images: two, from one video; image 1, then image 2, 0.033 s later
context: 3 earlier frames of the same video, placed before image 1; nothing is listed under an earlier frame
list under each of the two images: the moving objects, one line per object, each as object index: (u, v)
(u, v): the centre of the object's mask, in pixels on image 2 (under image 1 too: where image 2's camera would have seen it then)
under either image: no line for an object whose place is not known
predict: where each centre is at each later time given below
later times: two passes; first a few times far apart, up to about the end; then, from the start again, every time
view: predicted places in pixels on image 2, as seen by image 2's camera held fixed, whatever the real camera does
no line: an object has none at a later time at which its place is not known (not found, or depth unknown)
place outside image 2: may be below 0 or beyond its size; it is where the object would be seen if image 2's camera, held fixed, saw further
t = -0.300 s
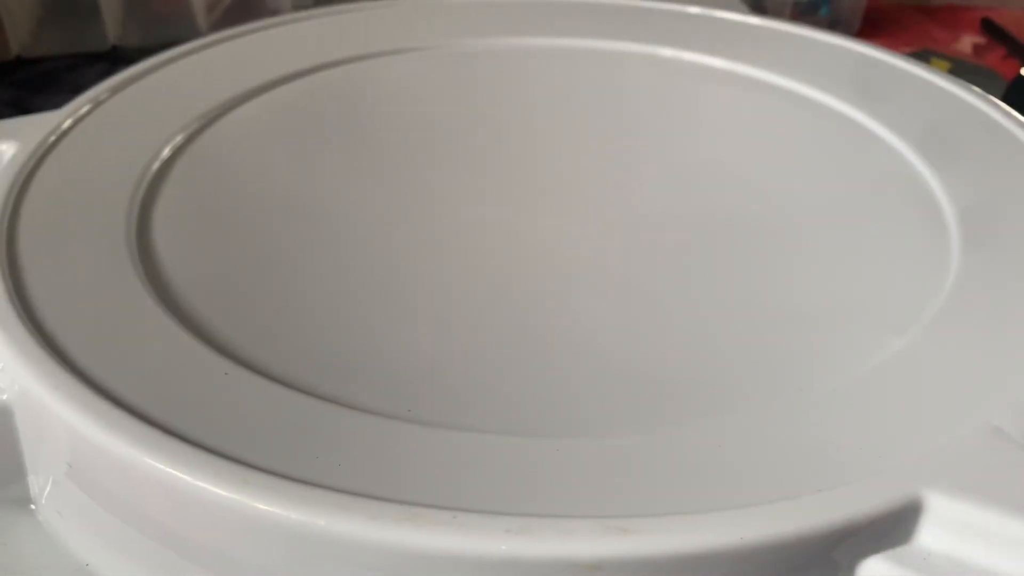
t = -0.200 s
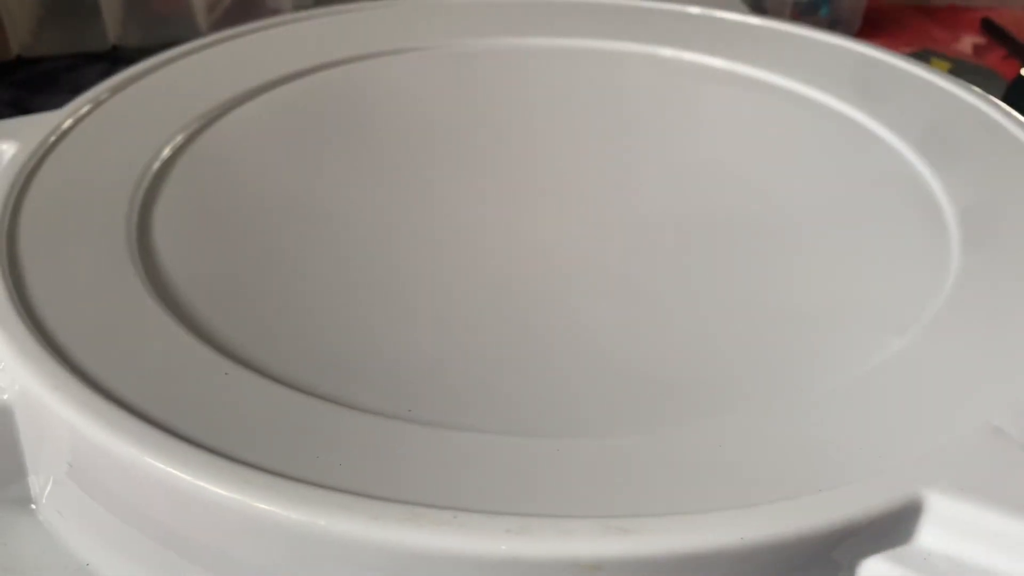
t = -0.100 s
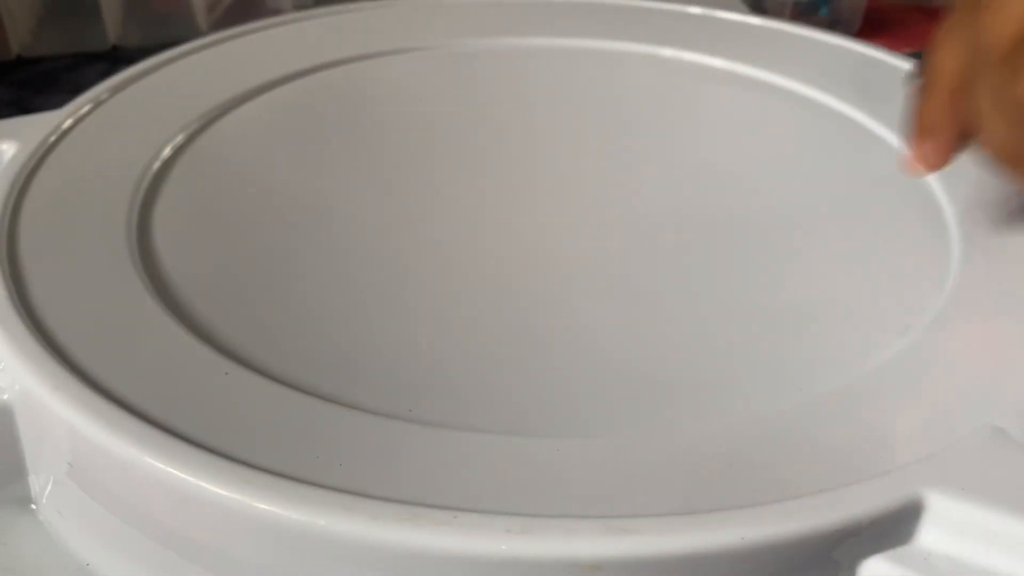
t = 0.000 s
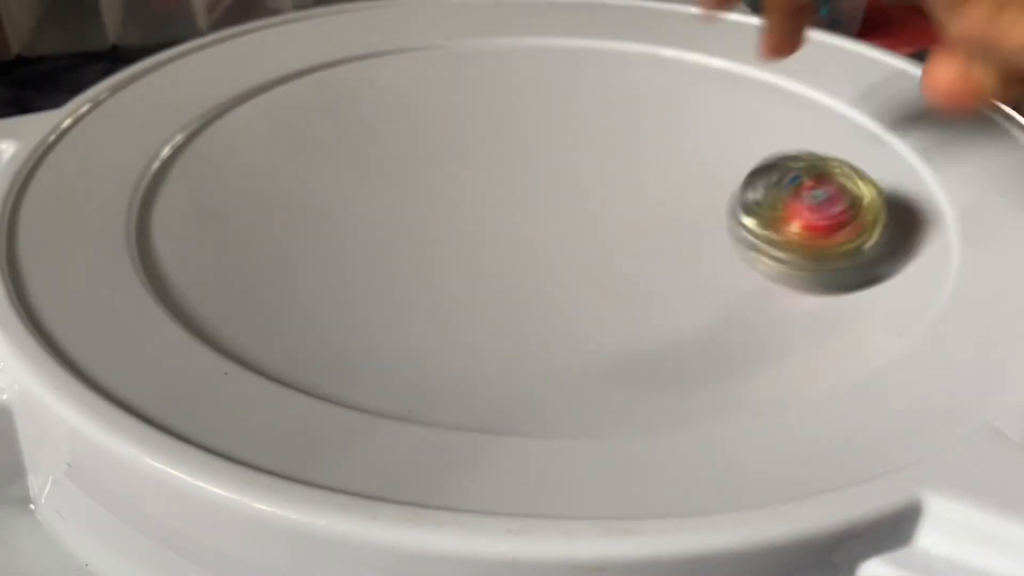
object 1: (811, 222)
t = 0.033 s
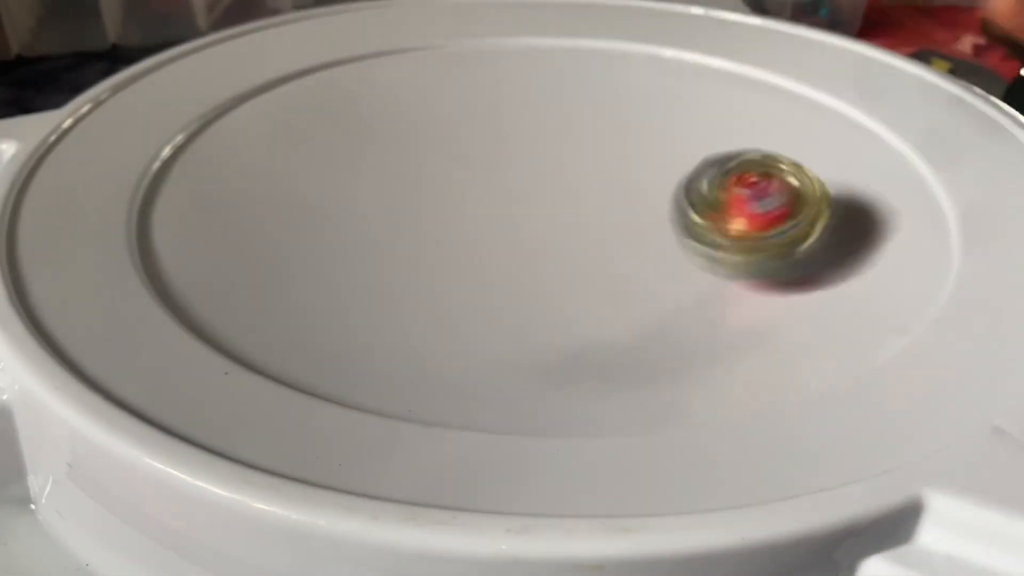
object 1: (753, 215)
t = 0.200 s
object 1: (469, 215)
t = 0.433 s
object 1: (327, 166)
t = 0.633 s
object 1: (367, 158)
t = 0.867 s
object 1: (456, 161)
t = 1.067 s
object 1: (516, 185)
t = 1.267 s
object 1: (542, 229)
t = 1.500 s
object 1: (497, 241)
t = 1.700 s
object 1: (461, 218)
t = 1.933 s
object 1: (501, 192)
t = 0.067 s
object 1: (695, 218)
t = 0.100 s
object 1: (632, 226)
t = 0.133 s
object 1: (573, 221)
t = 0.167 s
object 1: (518, 221)
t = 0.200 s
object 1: (469, 215)
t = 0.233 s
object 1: (426, 203)
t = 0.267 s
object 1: (391, 193)
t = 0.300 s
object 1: (364, 184)
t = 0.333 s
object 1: (346, 177)
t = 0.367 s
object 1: (335, 170)
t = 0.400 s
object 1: (330, 168)
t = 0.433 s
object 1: (327, 166)
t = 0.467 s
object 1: (326, 164)
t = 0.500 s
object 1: (330, 164)
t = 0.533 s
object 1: (336, 162)
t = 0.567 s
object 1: (345, 162)
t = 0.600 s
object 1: (355, 160)
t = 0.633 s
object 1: (367, 158)
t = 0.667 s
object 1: (379, 157)
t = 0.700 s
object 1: (393, 157)
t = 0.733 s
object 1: (405, 157)
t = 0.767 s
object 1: (418, 157)
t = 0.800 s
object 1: (431, 158)
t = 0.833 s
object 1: (443, 158)
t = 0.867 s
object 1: (456, 161)
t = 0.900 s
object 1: (467, 163)
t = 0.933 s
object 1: (480, 167)
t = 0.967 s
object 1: (490, 170)
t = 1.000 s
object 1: (500, 176)
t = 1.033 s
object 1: (509, 179)
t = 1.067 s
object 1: (516, 185)
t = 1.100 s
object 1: (522, 190)
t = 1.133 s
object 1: (530, 200)
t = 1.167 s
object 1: (534, 206)
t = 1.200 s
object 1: (539, 215)
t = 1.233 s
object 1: (541, 222)
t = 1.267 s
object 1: (542, 229)
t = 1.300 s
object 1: (538, 233)
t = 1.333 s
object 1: (535, 237)
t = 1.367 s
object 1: (529, 239)
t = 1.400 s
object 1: (524, 240)
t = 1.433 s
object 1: (515, 241)
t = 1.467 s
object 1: (507, 241)
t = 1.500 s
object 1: (497, 241)
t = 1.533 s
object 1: (487, 239)
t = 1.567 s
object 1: (479, 237)
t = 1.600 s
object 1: (473, 235)
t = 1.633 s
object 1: (467, 229)
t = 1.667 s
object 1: (463, 225)
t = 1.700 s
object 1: (461, 218)
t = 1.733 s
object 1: (462, 212)
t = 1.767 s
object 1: (466, 206)
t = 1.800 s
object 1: (470, 202)
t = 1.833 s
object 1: (476, 199)
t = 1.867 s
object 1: (482, 194)
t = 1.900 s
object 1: (491, 194)
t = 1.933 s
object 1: (501, 192)
